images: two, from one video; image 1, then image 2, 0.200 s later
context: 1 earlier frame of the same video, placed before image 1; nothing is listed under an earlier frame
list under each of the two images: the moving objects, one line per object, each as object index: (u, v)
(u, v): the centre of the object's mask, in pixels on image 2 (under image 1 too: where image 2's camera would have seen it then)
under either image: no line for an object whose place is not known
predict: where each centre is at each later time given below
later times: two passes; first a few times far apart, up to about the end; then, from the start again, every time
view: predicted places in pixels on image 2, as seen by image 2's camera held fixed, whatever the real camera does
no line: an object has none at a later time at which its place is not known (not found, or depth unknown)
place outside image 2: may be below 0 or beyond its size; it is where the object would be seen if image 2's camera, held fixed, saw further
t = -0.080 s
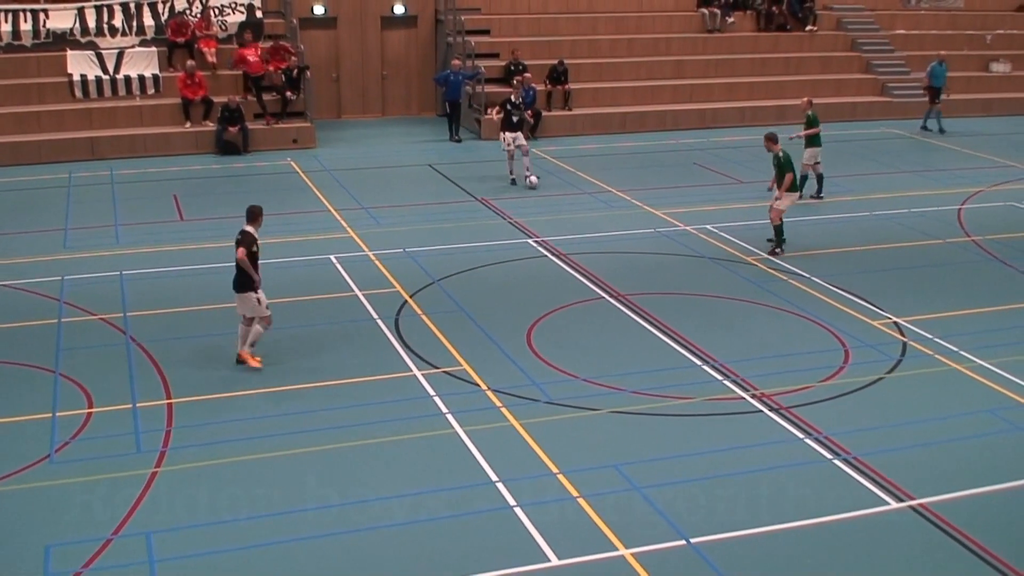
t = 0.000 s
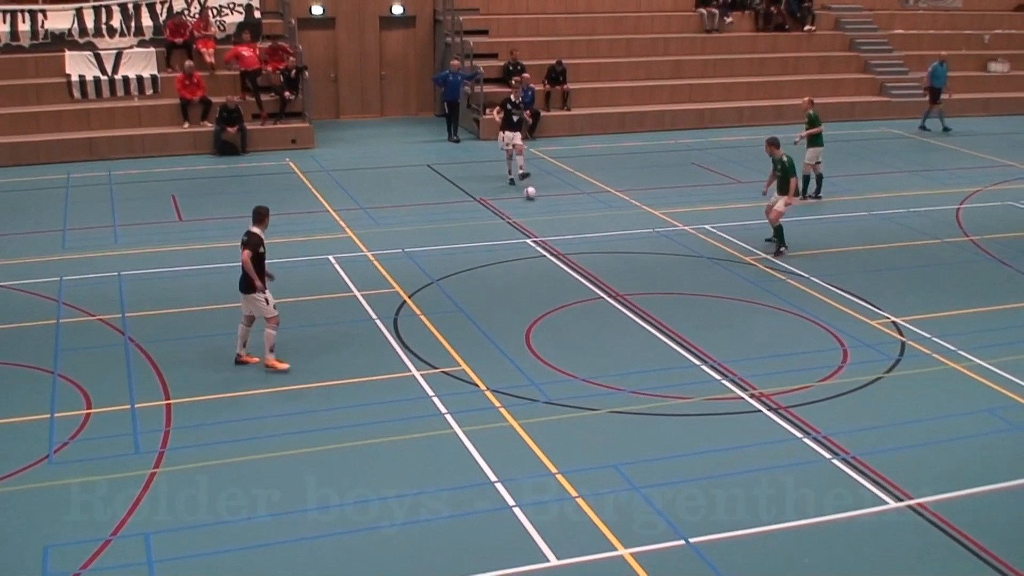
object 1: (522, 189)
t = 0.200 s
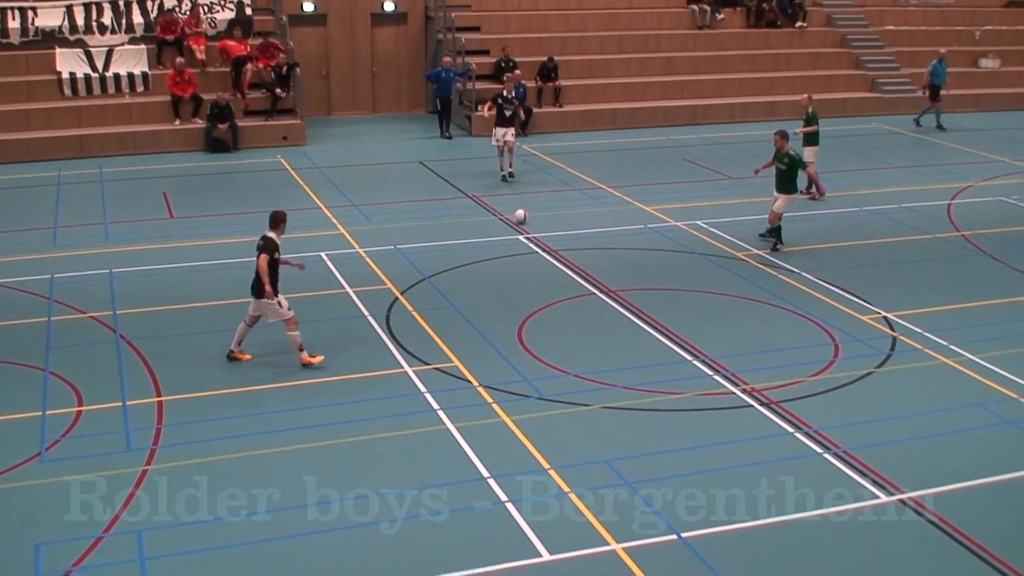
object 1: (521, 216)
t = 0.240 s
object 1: (520, 222)
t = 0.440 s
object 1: (519, 250)
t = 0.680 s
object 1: (518, 284)
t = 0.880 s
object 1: (518, 313)
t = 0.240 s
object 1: (520, 222)
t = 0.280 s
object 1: (520, 226)
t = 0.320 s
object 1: (520, 233)
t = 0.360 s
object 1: (520, 239)
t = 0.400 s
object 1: (519, 244)
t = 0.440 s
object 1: (519, 250)
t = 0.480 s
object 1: (519, 256)
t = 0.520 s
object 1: (519, 262)
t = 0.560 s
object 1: (518, 267)
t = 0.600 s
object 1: (519, 273)
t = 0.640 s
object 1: (518, 279)
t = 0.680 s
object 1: (518, 284)
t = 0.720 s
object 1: (518, 290)
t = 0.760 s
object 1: (518, 296)
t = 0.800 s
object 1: (518, 302)
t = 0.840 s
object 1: (518, 307)
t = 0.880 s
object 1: (518, 313)
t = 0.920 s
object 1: (518, 319)
